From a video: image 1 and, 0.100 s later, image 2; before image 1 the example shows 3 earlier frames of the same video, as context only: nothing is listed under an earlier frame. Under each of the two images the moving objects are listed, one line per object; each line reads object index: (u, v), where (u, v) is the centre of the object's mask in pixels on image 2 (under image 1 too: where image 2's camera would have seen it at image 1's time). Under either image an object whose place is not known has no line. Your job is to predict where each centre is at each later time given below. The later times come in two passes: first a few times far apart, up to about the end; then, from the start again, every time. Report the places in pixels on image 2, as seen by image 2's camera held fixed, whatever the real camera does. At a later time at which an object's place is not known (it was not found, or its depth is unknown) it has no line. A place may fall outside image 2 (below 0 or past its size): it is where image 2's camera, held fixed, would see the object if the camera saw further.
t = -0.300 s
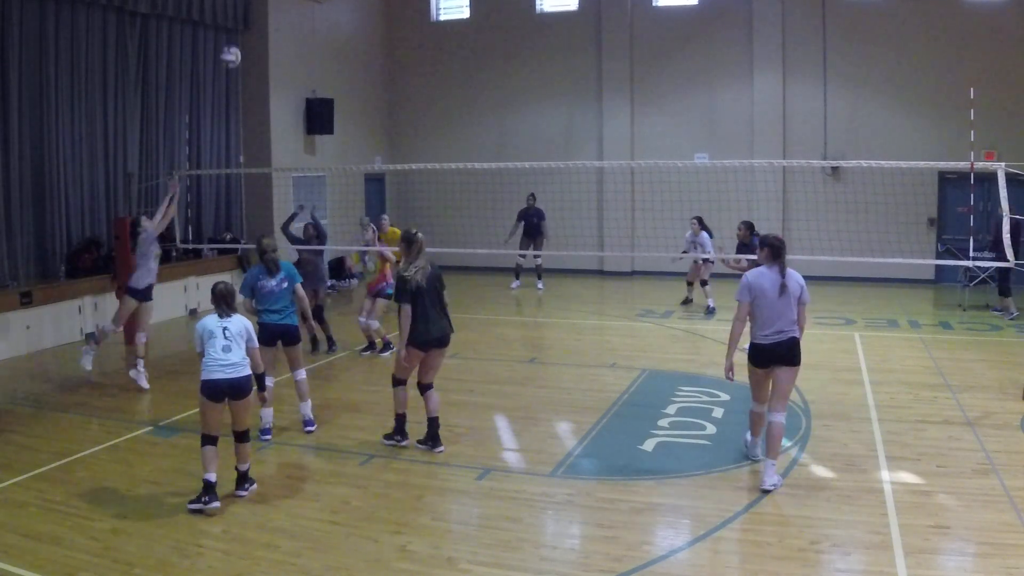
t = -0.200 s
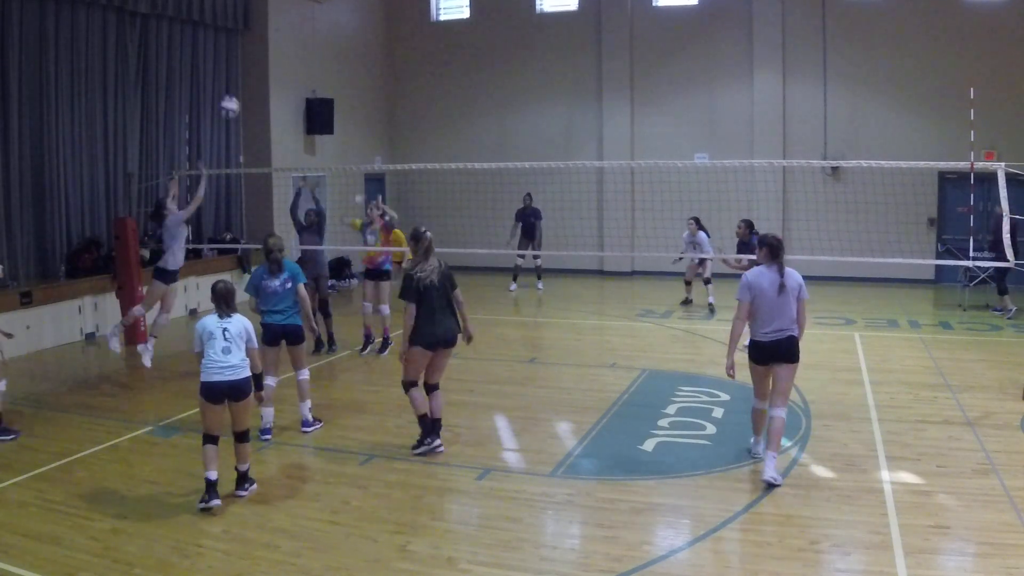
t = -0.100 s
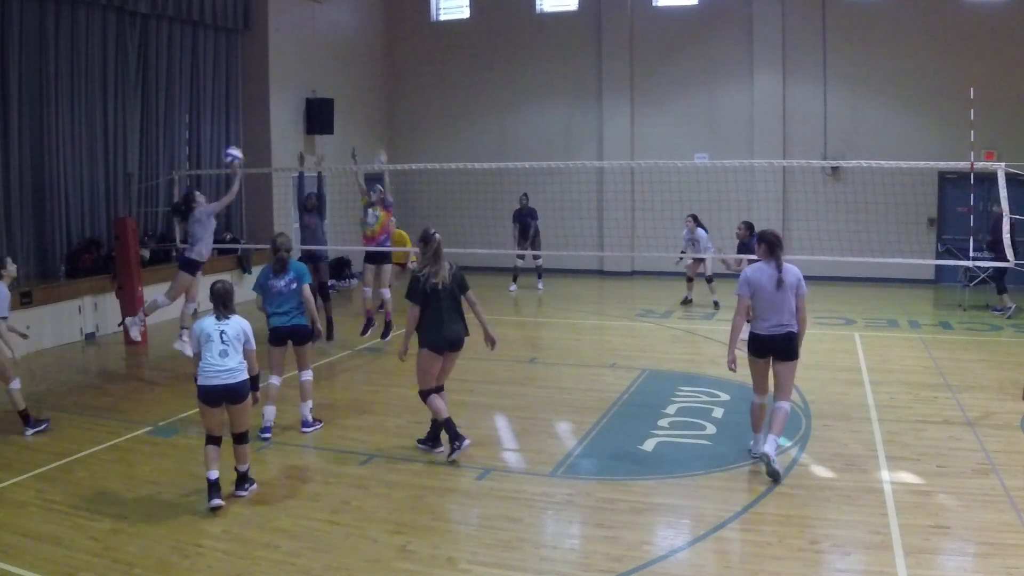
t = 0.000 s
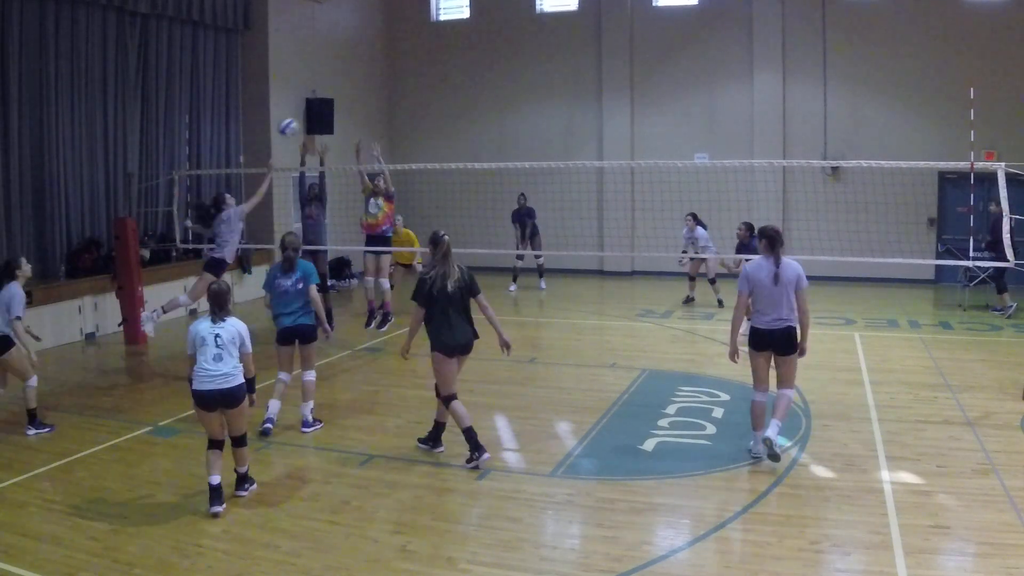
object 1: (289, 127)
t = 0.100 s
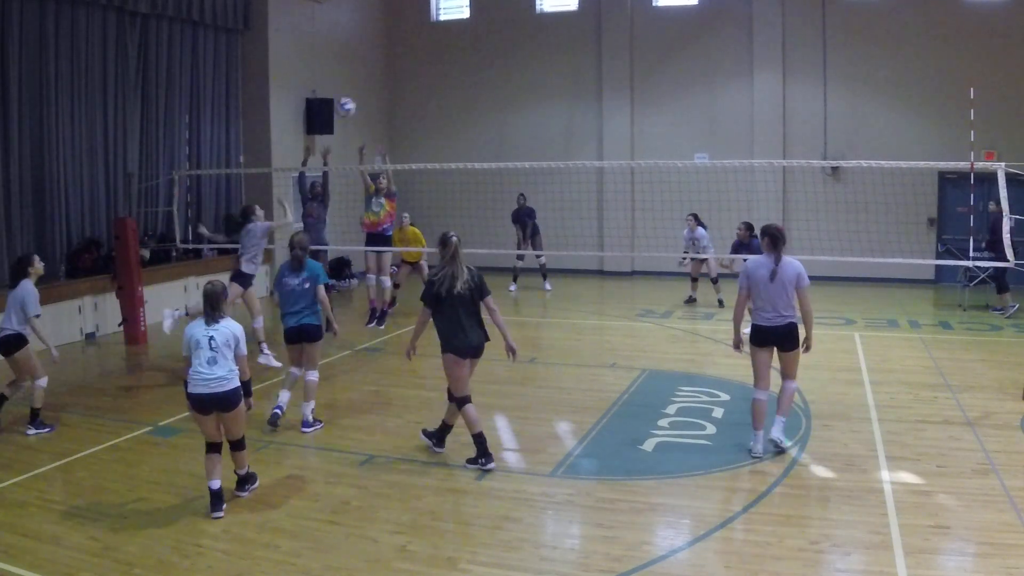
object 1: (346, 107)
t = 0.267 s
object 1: (433, 94)
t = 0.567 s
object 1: (570, 133)
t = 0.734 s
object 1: (636, 181)
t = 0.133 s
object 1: (364, 102)
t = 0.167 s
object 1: (381, 98)
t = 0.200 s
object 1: (399, 96)
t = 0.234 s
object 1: (417, 95)
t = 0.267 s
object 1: (433, 94)
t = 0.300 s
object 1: (449, 95)
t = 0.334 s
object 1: (466, 97)
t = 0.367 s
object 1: (482, 99)
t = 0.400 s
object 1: (498, 102)
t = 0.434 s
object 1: (512, 107)
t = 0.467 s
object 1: (528, 112)
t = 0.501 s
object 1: (542, 118)
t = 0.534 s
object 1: (556, 125)
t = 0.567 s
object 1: (570, 133)
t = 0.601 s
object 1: (584, 141)
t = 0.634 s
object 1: (597, 150)
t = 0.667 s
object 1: (611, 157)
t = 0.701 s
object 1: (624, 172)
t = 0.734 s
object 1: (636, 181)
